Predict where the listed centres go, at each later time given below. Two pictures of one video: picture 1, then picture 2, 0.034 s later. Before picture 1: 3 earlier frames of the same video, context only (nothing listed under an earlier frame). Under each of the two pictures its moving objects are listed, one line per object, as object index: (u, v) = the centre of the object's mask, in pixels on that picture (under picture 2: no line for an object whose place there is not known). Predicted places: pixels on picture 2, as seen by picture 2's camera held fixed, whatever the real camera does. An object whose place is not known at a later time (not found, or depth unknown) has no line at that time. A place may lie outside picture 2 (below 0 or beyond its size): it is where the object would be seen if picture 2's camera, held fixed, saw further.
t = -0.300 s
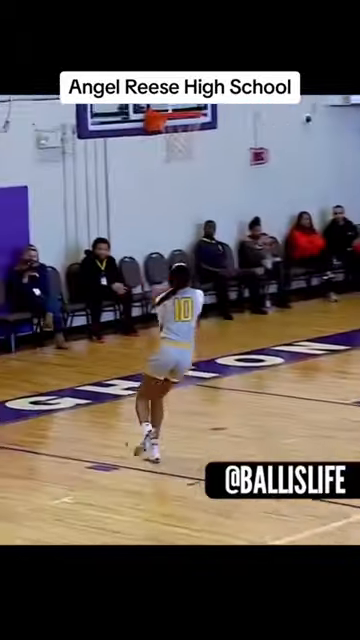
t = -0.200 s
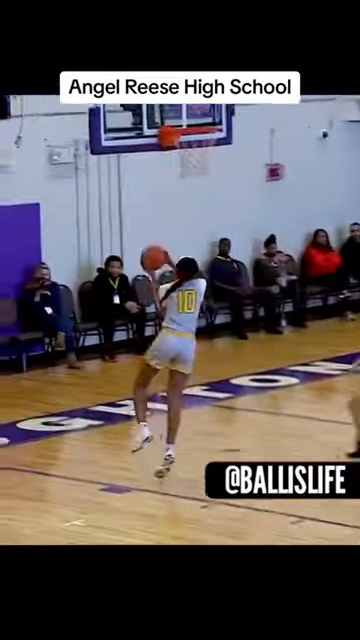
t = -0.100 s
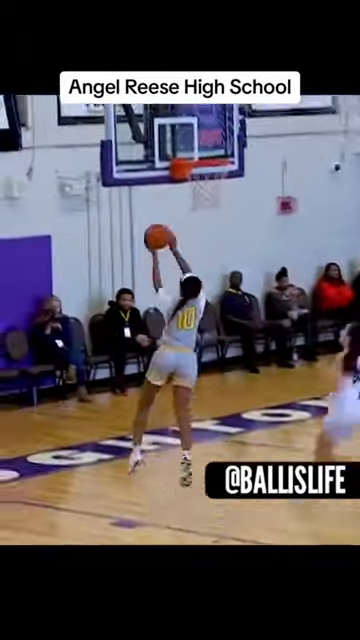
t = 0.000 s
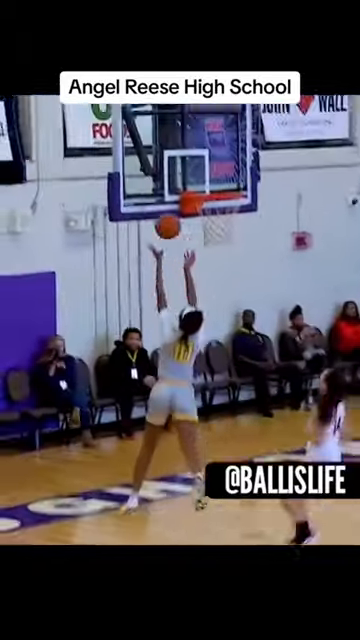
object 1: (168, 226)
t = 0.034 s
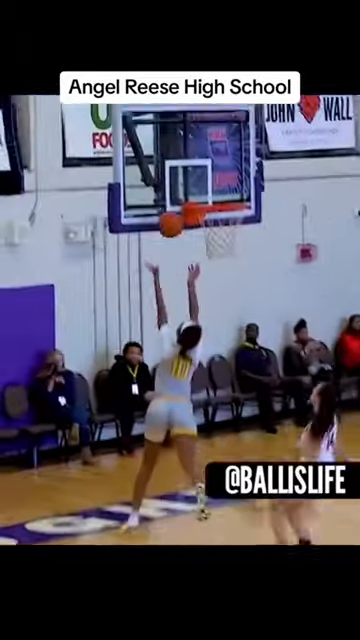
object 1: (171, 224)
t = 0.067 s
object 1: (172, 212)
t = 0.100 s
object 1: (172, 201)
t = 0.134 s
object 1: (175, 192)
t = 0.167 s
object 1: (174, 184)
